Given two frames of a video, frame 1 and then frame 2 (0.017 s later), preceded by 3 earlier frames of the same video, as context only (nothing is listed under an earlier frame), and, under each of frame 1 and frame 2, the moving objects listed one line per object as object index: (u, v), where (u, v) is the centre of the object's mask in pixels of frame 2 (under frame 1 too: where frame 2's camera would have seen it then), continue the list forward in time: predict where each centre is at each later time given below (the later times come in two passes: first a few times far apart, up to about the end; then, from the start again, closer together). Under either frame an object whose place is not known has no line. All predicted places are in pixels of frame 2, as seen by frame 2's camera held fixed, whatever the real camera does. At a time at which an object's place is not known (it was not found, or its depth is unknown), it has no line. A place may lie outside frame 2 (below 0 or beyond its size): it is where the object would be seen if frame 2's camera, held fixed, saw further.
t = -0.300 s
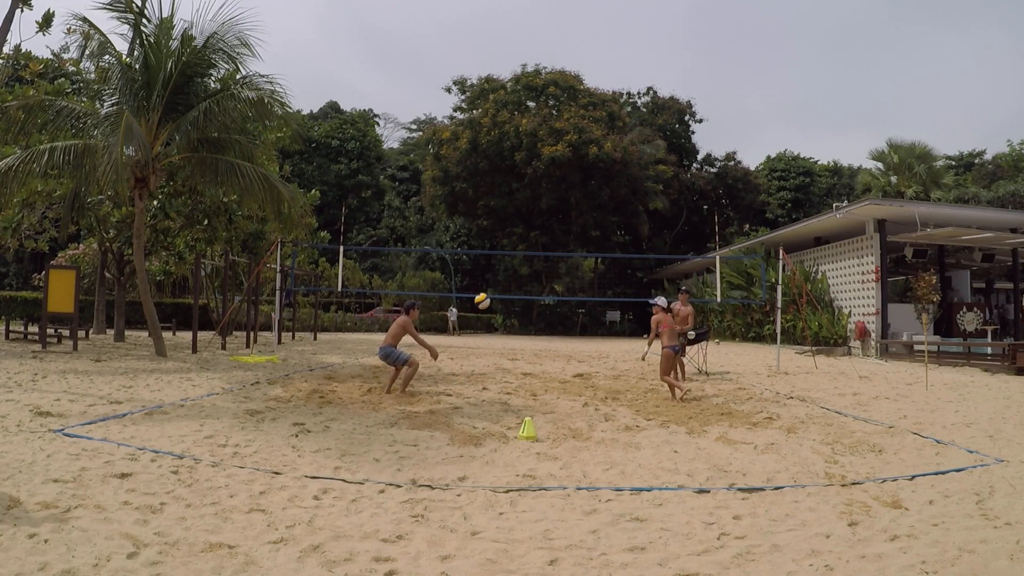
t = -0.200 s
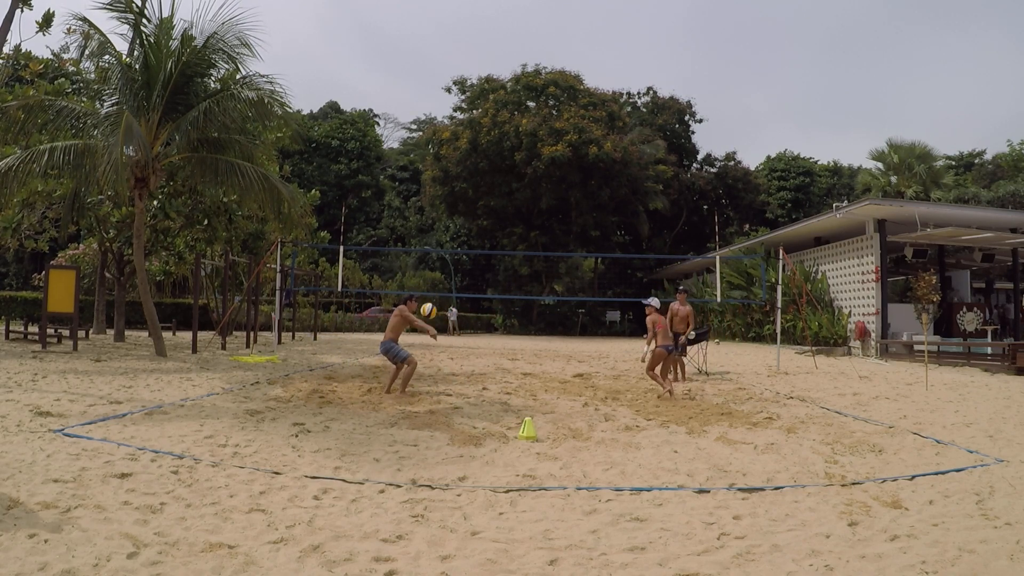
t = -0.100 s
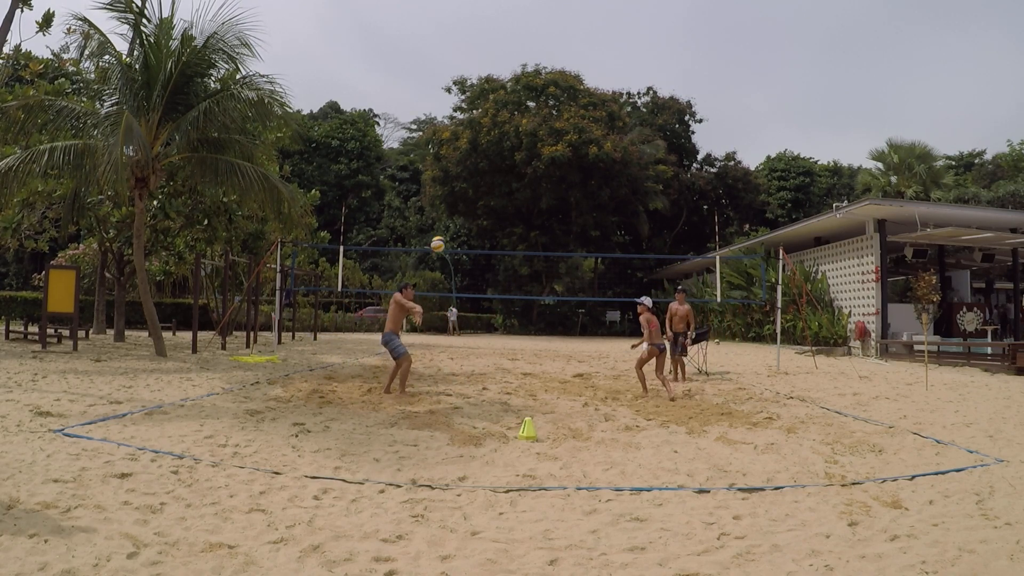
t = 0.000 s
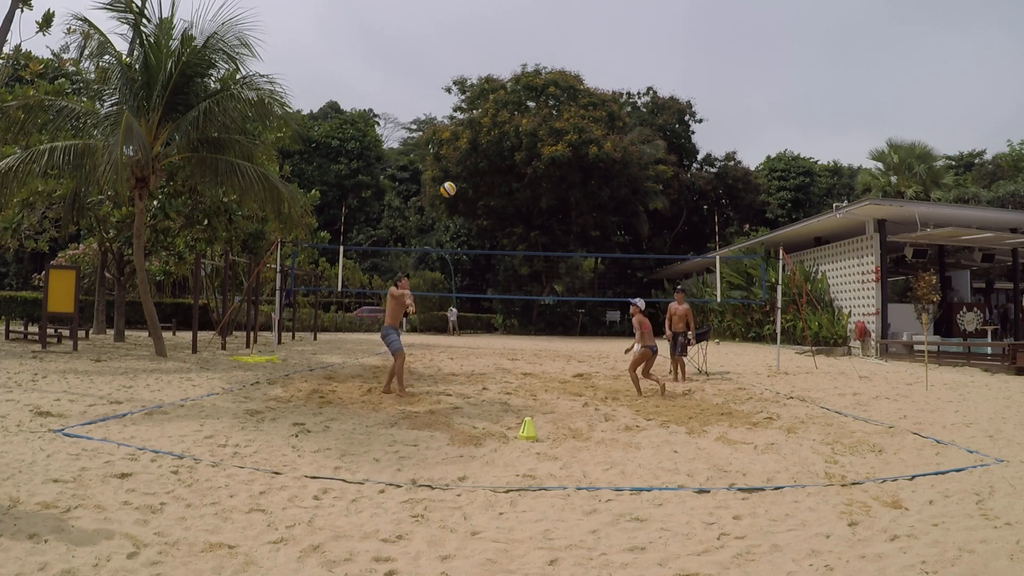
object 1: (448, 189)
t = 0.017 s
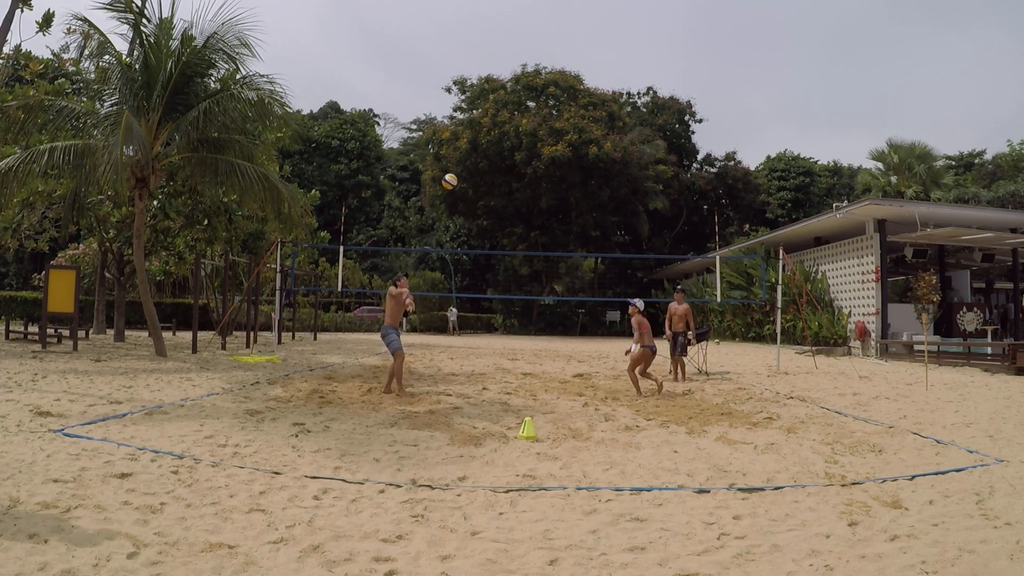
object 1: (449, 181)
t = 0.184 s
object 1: (463, 116)
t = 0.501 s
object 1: (485, 55)
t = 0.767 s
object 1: (498, 50)
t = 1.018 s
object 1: (510, 78)
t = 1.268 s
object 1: (520, 134)
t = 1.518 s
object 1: (529, 221)
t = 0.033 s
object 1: (451, 174)
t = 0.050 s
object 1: (452, 166)
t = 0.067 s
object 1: (454, 159)
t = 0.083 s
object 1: (455, 152)
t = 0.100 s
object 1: (457, 145)
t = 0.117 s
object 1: (458, 139)
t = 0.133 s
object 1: (459, 132)
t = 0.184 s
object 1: (463, 116)
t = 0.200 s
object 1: (464, 111)
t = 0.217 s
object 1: (466, 106)
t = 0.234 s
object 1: (467, 102)
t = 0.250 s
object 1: (469, 97)
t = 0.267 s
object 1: (470, 93)
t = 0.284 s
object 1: (471, 89)
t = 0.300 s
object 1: (472, 85)
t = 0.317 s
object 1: (473, 82)
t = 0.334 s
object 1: (474, 79)
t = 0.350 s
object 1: (476, 75)
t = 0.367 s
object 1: (477, 72)
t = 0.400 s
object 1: (479, 67)
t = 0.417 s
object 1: (480, 64)
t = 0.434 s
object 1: (481, 62)
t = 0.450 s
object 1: (482, 60)
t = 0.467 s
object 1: (483, 58)
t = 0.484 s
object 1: (484, 57)
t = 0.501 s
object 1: (485, 55)
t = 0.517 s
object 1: (486, 54)
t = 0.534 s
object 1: (487, 52)
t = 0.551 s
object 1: (488, 51)
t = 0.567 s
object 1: (488, 50)
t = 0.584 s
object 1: (489, 49)
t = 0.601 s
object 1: (490, 49)
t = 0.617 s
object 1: (491, 48)
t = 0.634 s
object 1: (492, 48)
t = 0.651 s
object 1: (493, 48)
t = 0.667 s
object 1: (494, 47)
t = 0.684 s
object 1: (495, 48)
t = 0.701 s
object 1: (496, 48)
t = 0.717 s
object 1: (496, 48)
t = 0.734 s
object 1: (497, 48)
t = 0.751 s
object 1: (498, 49)
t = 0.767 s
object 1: (498, 50)
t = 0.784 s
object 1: (499, 51)
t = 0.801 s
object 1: (500, 52)
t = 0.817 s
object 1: (501, 53)
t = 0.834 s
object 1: (502, 55)
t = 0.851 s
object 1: (503, 56)
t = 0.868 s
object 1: (503, 58)
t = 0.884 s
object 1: (504, 59)
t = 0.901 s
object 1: (505, 61)
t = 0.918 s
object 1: (506, 63)
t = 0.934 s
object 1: (506, 65)
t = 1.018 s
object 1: (510, 78)
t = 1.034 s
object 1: (511, 80)
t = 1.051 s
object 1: (511, 83)
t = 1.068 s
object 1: (512, 85)
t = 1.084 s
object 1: (511, 89)
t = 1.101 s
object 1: (512, 93)
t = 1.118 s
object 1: (514, 96)
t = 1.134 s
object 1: (515, 100)
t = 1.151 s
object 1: (515, 104)
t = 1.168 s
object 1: (516, 108)
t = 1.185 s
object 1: (516, 112)
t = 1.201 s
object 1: (517, 116)
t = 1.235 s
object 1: (519, 125)
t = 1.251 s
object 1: (519, 130)
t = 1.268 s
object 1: (520, 134)
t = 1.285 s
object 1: (520, 139)
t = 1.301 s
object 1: (521, 144)
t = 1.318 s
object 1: (522, 149)
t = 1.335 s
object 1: (522, 155)
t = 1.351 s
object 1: (522, 160)
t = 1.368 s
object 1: (523, 165)
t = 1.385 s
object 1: (524, 171)
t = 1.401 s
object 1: (524, 177)
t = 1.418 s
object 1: (525, 183)
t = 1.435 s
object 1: (526, 189)
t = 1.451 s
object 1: (526, 195)
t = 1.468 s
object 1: (527, 201)
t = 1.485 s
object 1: (527, 208)
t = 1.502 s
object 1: (528, 214)
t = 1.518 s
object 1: (529, 221)
